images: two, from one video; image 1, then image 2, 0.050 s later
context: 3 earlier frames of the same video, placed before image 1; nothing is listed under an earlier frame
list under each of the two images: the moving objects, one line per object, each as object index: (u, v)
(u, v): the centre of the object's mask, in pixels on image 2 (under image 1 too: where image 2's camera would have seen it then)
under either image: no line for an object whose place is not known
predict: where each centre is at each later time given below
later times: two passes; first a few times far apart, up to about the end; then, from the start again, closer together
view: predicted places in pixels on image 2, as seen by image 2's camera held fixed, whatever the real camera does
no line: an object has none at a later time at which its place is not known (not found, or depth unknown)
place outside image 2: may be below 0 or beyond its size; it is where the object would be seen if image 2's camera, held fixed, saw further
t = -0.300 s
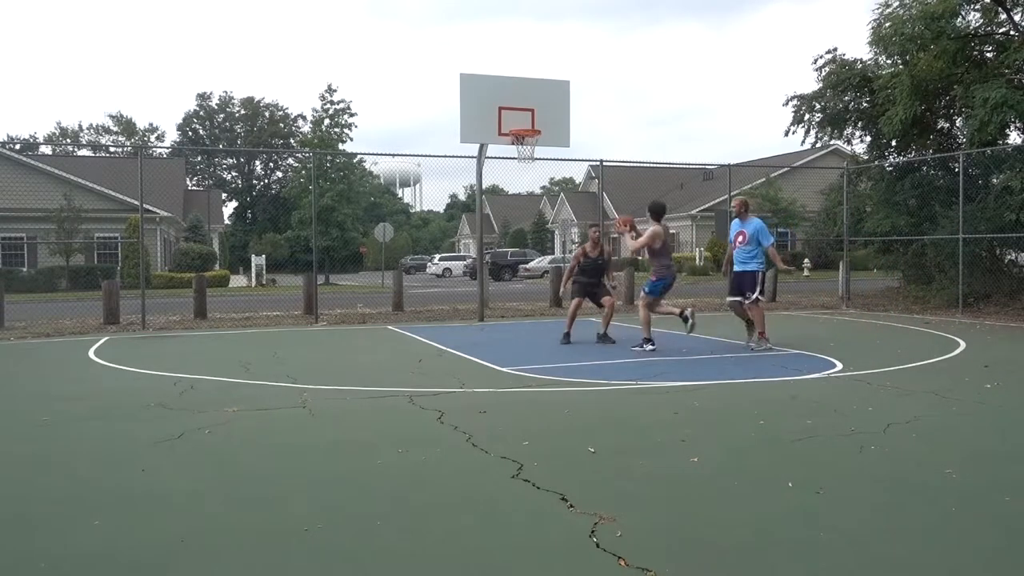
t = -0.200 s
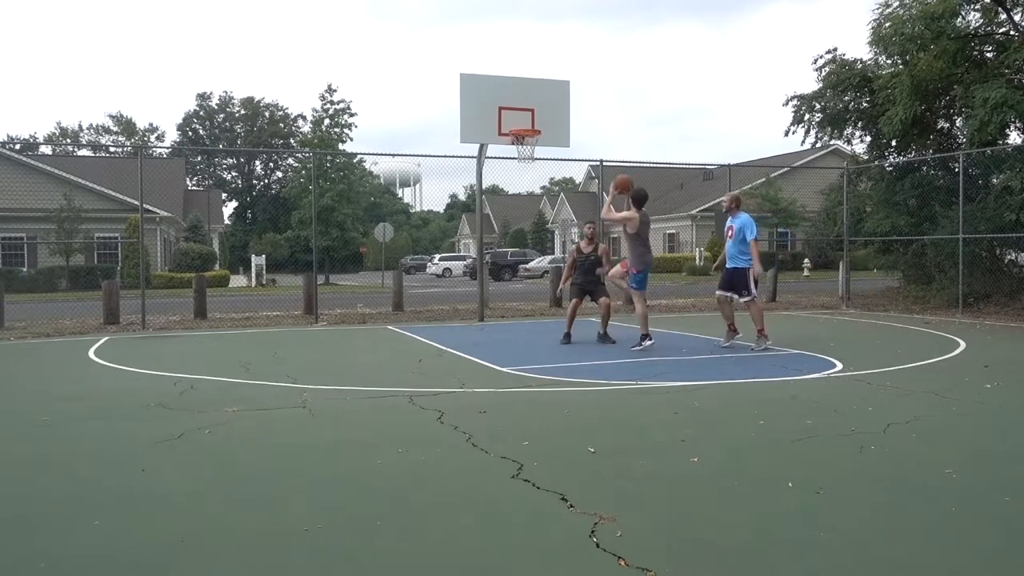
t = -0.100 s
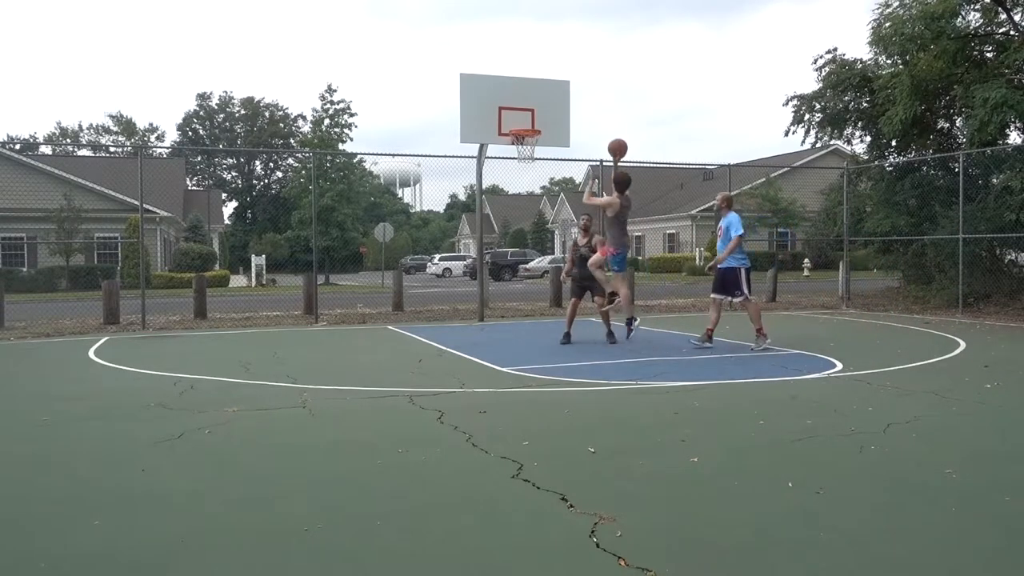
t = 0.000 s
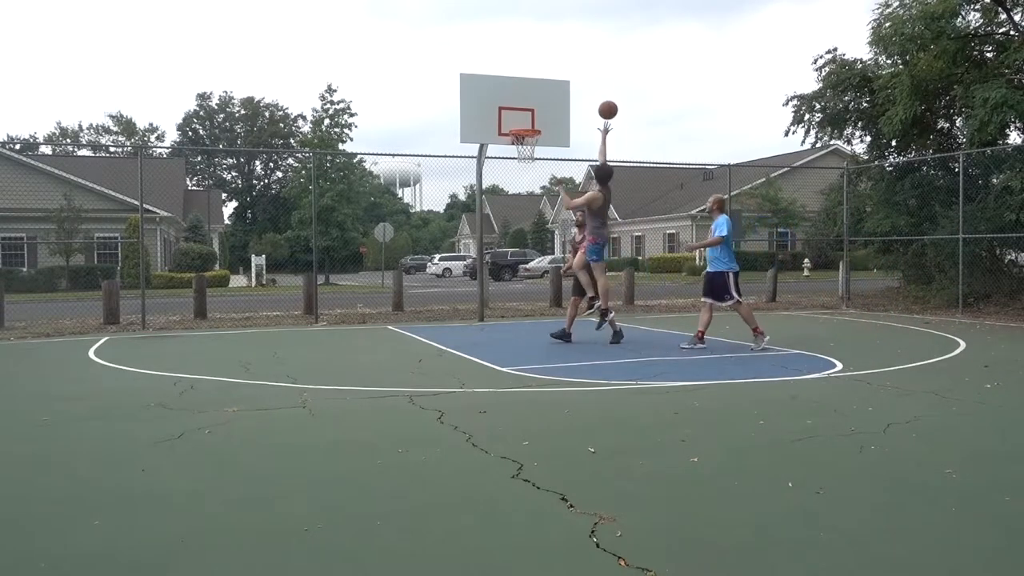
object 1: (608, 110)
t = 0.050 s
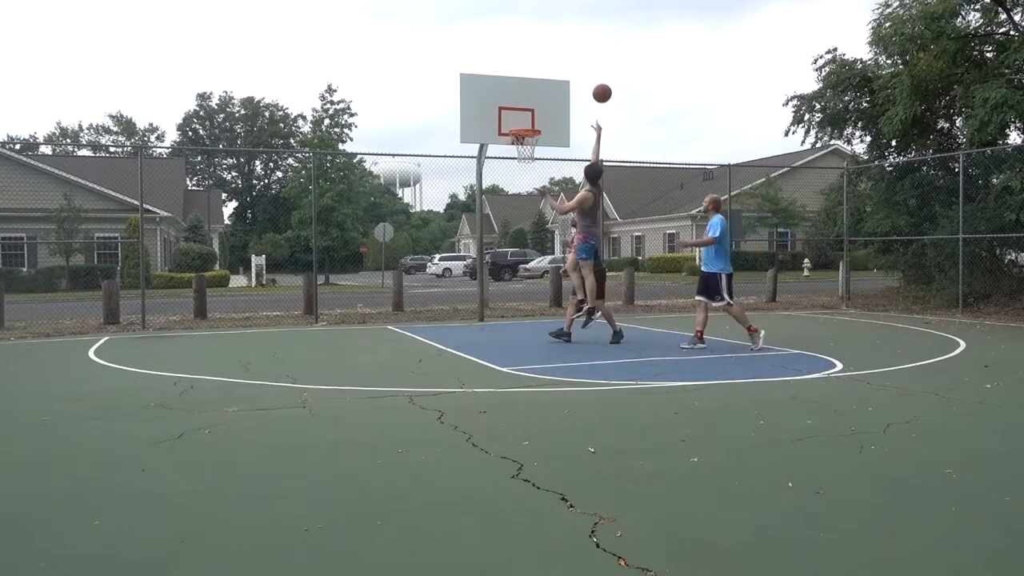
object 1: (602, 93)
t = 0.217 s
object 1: (583, 54)
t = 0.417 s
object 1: (564, 38)
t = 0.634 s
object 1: (545, 53)
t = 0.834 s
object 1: (530, 93)
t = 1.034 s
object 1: (527, 146)
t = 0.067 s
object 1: (600, 88)
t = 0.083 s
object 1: (598, 83)
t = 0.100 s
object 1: (596, 79)
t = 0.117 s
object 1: (594, 75)
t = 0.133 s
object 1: (593, 70)
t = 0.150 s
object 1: (591, 67)
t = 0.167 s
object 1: (589, 63)
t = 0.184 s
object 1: (587, 60)
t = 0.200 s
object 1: (585, 57)
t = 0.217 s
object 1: (583, 54)
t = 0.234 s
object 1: (582, 52)
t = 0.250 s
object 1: (580, 49)
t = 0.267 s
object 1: (579, 47)
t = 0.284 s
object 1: (577, 46)
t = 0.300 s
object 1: (575, 44)
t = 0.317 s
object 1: (573, 42)
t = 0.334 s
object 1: (572, 41)
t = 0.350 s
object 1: (570, 40)
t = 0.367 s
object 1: (569, 39)
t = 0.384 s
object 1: (567, 39)
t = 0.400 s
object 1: (566, 39)
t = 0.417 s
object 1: (564, 38)
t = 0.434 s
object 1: (562, 38)
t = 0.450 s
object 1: (561, 39)
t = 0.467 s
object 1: (560, 39)
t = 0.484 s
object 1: (558, 40)
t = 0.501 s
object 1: (556, 40)
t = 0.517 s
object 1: (555, 41)
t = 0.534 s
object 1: (554, 43)
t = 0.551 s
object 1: (552, 44)
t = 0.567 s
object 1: (551, 45)
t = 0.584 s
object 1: (549, 47)
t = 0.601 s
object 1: (548, 49)
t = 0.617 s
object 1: (547, 51)
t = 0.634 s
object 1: (545, 53)
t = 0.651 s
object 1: (544, 56)
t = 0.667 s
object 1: (543, 58)
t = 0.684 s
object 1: (541, 61)
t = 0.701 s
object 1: (540, 64)
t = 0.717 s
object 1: (539, 67)
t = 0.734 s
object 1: (537, 70)
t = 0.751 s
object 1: (536, 74)
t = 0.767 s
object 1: (535, 78)
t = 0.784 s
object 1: (534, 81)
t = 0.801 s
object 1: (532, 85)
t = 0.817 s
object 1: (531, 89)
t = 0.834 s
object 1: (530, 93)
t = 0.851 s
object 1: (529, 98)
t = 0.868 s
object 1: (527, 102)
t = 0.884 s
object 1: (526, 107)
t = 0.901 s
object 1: (525, 111)
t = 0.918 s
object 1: (523, 116)
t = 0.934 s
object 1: (523, 121)
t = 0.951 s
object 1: (521, 124)
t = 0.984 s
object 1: (522, 138)
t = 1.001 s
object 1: (525, 140)
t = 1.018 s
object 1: (526, 143)
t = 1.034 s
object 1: (527, 146)
